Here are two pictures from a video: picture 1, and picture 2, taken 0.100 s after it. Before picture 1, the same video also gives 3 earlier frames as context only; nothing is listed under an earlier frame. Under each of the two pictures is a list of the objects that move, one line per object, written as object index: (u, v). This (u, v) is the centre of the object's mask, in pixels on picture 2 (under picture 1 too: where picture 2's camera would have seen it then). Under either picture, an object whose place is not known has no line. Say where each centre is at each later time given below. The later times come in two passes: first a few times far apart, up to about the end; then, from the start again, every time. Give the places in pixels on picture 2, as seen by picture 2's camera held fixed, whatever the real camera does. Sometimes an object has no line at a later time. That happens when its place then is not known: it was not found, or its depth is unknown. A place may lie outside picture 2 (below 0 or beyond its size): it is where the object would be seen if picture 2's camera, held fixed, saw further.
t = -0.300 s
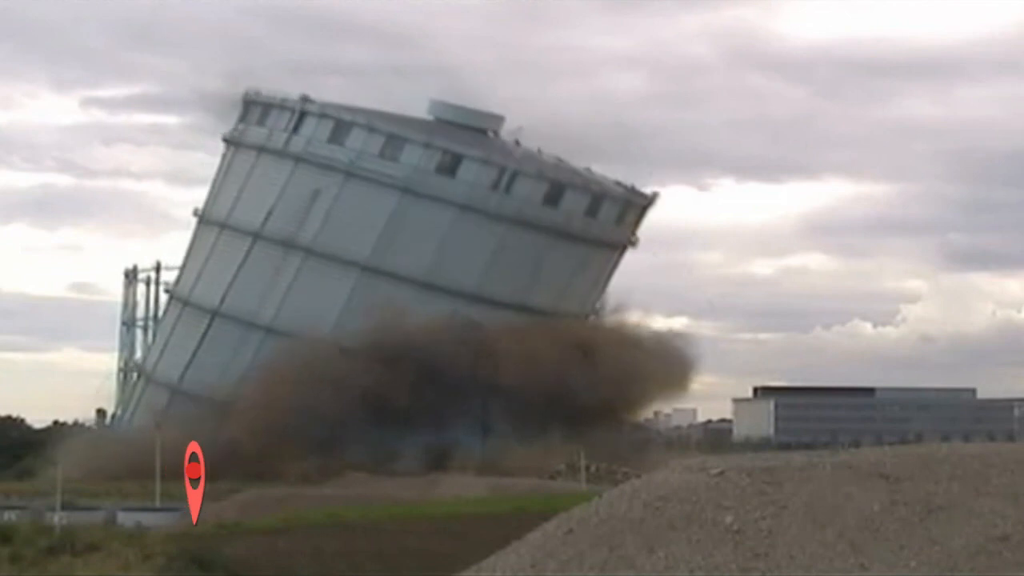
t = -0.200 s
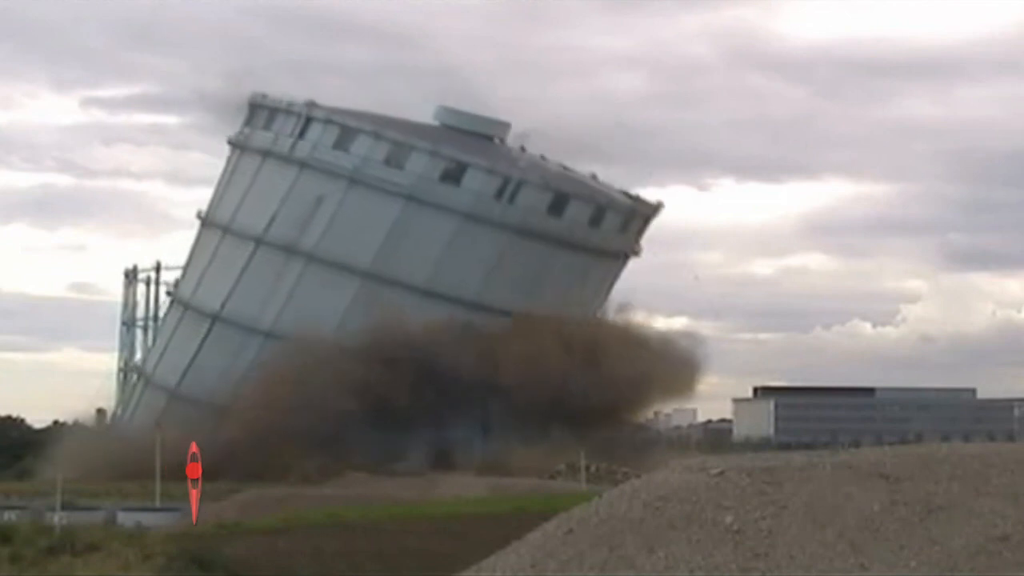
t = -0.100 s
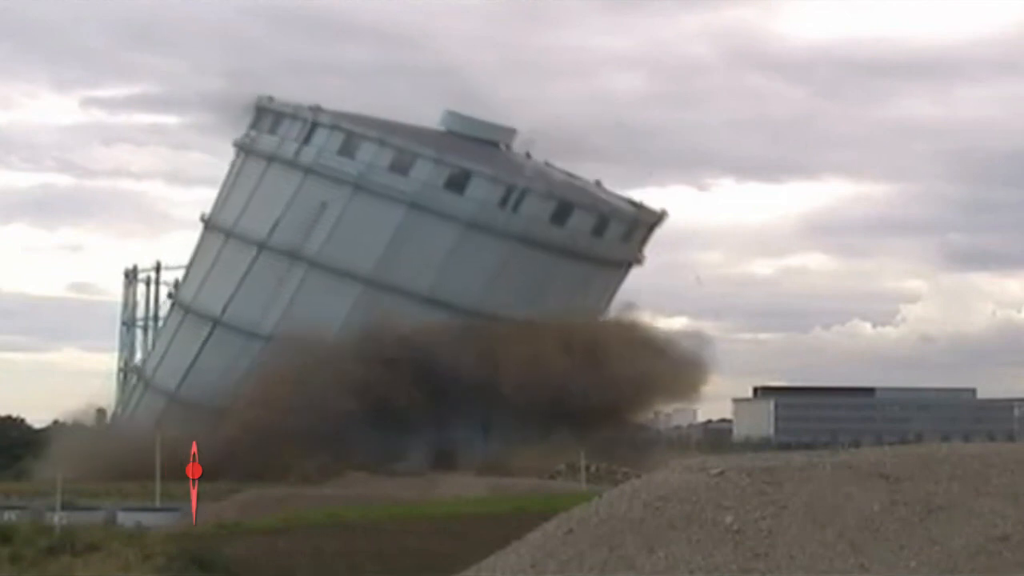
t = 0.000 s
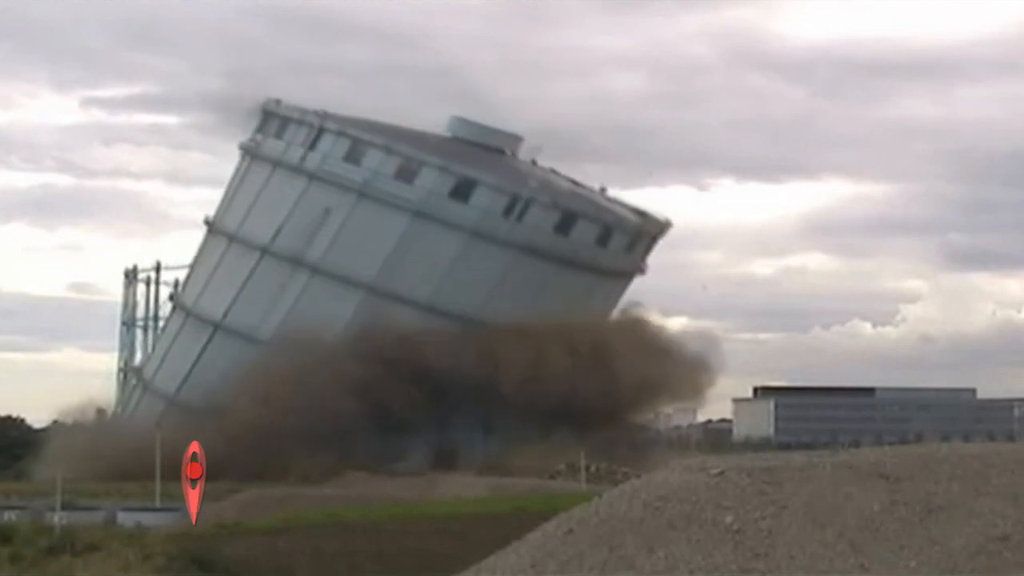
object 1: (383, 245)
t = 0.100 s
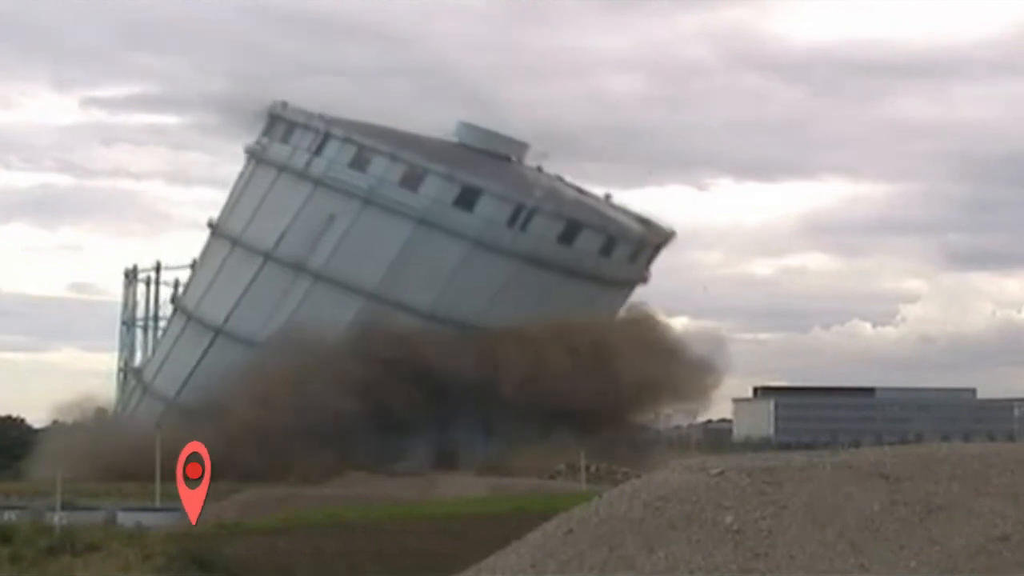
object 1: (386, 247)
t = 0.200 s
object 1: (391, 248)
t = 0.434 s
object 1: (408, 245)
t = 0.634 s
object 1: (425, 248)
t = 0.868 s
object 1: (445, 257)
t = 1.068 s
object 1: (464, 271)
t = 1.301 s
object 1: (481, 277)
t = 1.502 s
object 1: (495, 282)
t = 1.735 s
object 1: (509, 289)
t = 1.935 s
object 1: (525, 301)
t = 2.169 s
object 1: (541, 314)
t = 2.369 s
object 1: (552, 325)
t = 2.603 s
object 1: (568, 337)
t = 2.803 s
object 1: (580, 343)
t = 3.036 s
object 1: (579, 348)
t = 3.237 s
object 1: (586, 354)
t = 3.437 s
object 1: (595, 360)
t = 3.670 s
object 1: (616, 367)
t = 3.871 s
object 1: (624, 373)
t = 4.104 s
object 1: (633, 383)
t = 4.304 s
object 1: (643, 389)
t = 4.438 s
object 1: (644, 394)
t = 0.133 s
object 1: (388, 247)
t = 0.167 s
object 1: (389, 248)
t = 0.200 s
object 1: (391, 248)
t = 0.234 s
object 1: (393, 247)
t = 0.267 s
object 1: (395, 246)
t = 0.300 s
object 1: (398, 246)
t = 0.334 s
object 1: (401, 246)
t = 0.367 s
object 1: (403, 245)
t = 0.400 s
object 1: (405, 244)
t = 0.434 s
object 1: (408, 245)
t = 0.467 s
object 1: (411, 245)
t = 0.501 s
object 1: (415, 245)
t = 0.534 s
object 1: (417, 246)
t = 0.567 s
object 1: (421, 246)
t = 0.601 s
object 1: (424, 247)
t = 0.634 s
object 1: (425, 248)
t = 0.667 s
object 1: (428, 248)
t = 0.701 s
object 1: (431, 250)
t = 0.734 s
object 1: (435, 251)
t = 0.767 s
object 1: (437, 253)
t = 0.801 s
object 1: (440, 254)
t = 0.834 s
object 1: (443, 255)
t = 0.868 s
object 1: (445, 257)
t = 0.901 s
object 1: (447, 258)
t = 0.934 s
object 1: (451, 261)
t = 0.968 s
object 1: (454, 263)
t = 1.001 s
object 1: (458, 269)
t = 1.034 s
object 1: (461, 270)
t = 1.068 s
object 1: (464, 271)
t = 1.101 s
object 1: (466, 272)
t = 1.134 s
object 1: (469, 274)
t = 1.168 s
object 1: (472, 274)
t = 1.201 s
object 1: (474, 275)
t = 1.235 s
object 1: (477, 275)
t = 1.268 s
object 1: (479, 276)
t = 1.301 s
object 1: (481, 277)
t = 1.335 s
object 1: (485, 277)
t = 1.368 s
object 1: (487, 278)
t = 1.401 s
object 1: (489, 279)
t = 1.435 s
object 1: (492, 280)
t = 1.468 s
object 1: (493, 280)
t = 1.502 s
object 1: (495, 282)
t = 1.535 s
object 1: (499, 284)
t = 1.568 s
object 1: (502, 286)
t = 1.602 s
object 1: (502, 286)
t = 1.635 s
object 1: (504, 287)
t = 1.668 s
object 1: (506, 289)
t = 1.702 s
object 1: (506, 288)
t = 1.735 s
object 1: (509, 289)
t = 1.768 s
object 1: (513, 291)
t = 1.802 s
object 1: (517, 293)
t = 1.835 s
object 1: (517, 295)
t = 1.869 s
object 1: (520, 298)
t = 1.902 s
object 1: (523, 300)
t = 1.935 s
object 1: (525, 301)
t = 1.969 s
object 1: (528, 300)
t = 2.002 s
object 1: (529, 303)
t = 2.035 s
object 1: (532, 305)
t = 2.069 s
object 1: (535, 306)
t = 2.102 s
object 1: (536, 308)
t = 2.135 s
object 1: (538, 311)
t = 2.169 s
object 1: (541, 314)
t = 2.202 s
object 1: (543, 317)
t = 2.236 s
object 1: (546, 319)
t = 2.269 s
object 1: (549, 320)
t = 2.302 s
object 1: (548, 321)
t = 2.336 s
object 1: (550, 323)
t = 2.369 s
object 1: (552, 325)
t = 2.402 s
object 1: (554, 327)
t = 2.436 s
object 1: (557, 330)
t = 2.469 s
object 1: (558, 330)
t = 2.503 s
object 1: (561, 332)
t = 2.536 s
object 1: (564, 335)
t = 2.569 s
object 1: (567, 335)
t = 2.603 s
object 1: (568, 337)
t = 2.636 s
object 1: (570, 338)
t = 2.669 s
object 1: (573, 339)
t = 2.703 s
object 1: (577, 340)
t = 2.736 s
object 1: (577, 341)
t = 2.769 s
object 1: (580, 342)
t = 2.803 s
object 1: (580, 343)
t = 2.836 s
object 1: (581, 344)
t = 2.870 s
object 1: (589, 347)
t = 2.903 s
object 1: (591, 347)
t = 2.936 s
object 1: (577, 344)
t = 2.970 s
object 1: (579, 345)
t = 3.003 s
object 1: (577, 347)
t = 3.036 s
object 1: (579, 348)
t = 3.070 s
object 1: (582, 349)
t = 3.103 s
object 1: (583, 350)
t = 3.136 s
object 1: (583, 352)
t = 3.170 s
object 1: (582, 352)
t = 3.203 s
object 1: (583, 354)
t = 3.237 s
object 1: (586, 354)
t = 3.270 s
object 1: (589, 354)
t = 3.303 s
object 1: (590, 355)
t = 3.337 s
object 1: (591, 356)
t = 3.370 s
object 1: (594, 357)
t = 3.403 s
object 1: (595, 358)
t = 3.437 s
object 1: (595, 360)
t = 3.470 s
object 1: (595, 361)
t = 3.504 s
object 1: (602, 361)
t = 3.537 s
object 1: (603, 362)
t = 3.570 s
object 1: (606, 363)
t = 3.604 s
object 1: (610, 364)
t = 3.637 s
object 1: (614, 365)
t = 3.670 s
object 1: (616, 367)
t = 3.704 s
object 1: (616, 368)
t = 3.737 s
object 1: (618, 369)
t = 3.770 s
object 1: (620, 371)
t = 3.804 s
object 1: (618, 372)
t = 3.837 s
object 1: (623, 373)
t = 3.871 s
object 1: (624, 373)
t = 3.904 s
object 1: (626, 375)
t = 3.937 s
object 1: (626, 376)
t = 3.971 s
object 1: (627, 378)
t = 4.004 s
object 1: (629, 379)
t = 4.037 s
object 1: (630, 380)
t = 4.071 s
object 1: (631, 381)
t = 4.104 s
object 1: (633, 383)
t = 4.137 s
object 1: (634, 384)
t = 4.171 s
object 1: (634, 385)
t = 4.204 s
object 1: (637, 386)
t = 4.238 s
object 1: (640, 388)
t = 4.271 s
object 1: (642, 388)
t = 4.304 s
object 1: (643, 389)
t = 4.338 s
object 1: (643, 390)
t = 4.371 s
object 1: (643, 392)
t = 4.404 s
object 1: (643, 393)
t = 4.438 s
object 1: (644, 394)
